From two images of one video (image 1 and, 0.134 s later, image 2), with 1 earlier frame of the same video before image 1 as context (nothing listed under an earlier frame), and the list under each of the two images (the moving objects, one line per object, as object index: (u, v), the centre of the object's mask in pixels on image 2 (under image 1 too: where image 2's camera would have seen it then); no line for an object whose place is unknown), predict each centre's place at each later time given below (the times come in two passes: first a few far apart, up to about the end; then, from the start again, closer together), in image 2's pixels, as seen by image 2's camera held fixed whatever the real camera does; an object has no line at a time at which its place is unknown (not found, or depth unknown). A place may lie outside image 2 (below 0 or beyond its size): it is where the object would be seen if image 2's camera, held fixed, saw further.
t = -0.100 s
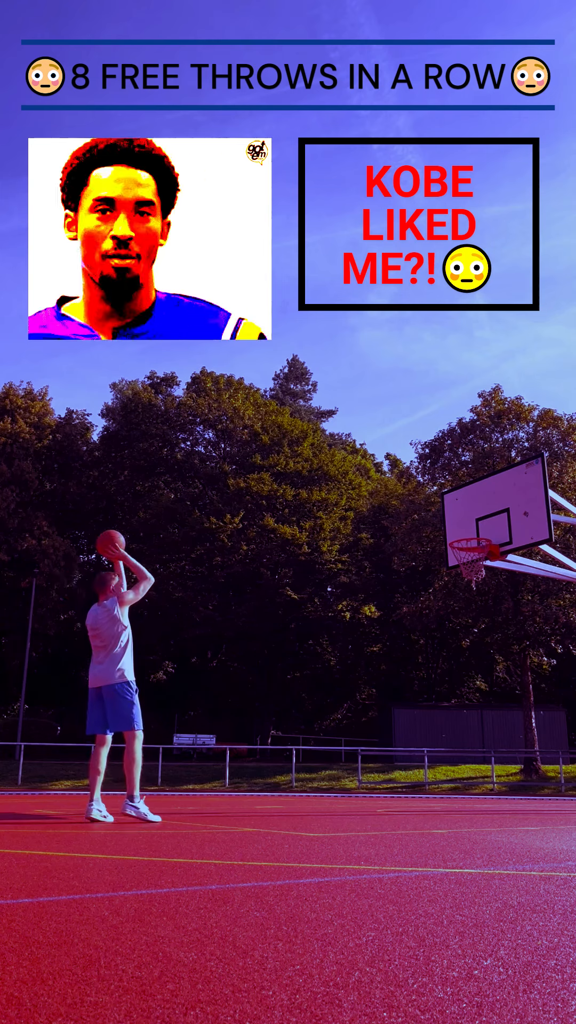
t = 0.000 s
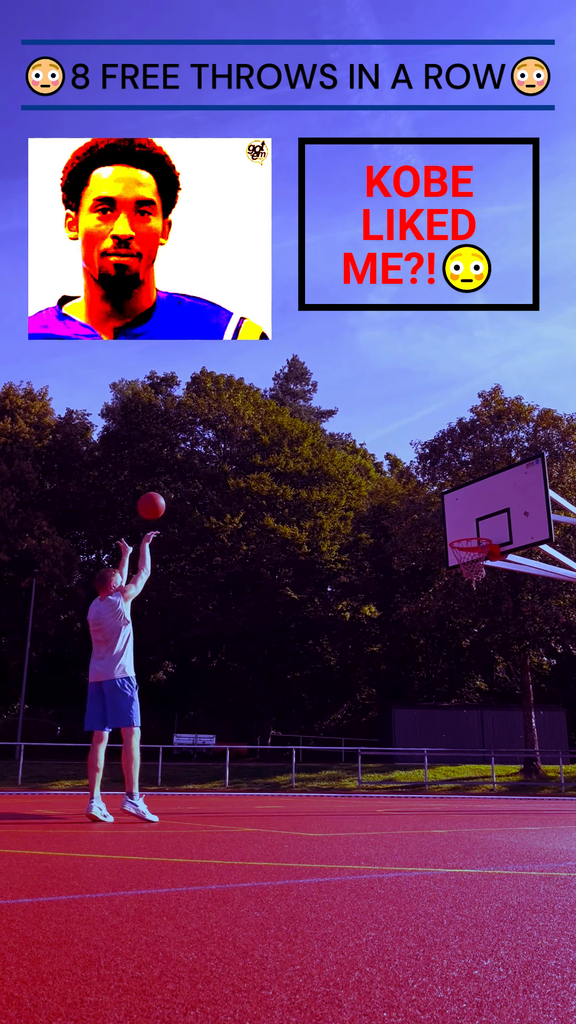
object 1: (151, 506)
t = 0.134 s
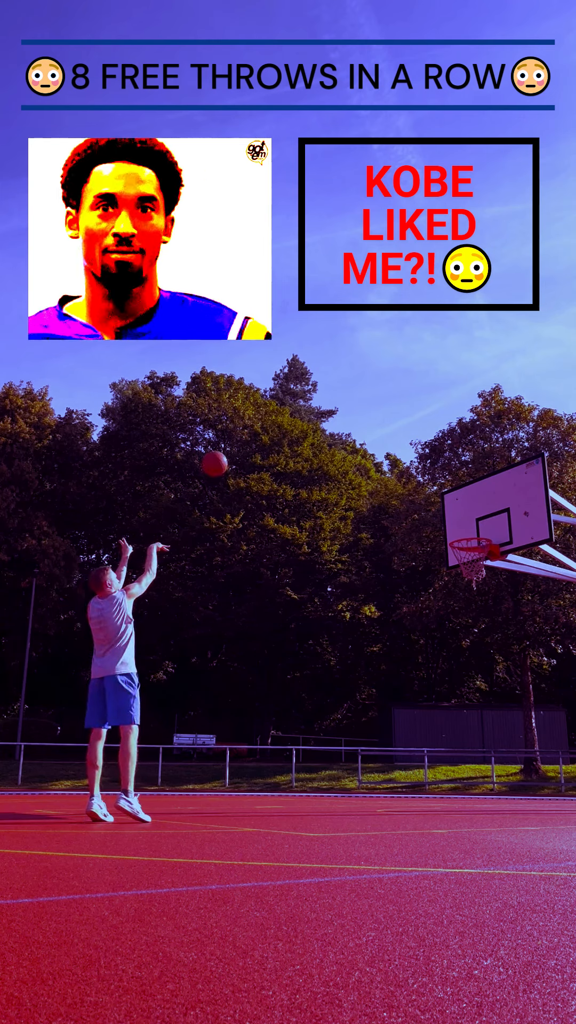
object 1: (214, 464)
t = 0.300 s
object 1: (281, 441)
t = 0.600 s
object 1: (379, 462)
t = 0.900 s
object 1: (457, 529)
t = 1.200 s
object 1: (469, 520)
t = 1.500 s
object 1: (454, 525)
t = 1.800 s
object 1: (465, 536)
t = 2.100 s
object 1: (477, 581)
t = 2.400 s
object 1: (482, 671)
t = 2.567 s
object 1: (486, 757)
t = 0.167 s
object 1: (229, 457)
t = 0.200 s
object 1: (242, 451)
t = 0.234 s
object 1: (256, 447)
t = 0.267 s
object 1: (268, 443)
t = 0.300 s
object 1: (281, 441)
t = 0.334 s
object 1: (293, 440)
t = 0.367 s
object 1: (305, 439)
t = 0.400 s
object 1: (316, 440)
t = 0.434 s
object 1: (327, 441)
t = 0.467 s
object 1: (338, 444)
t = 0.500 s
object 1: (349, 447)
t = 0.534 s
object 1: (359, 451)
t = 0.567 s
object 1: (369, 456)
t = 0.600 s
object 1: (379, 462)
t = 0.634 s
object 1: (389, 469)
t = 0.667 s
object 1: (399, 476)
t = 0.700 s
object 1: (408, 485)
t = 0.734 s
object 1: (418, 494)
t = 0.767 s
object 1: (426, 504)
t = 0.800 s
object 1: (436, 513)
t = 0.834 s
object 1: (445, 525)
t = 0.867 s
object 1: (452, 533)
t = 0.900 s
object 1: (457, 529)
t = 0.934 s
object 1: (461, 526)
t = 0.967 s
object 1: (466, 524)
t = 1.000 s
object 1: (470, 522)
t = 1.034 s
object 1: (475, 522)
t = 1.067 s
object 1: (479, 522)
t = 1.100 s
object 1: (479, 521)
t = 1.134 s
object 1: (476, 520)
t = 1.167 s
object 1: (472, 519)
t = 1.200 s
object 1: (469, 520)
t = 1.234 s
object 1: (465, 521)
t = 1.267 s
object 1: (462, 523)
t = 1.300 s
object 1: (459, 526)
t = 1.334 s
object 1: (455, 530)
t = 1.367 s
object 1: (452, 534)
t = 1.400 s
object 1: (453, 531)
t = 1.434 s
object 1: (453, 528)
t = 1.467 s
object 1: (454, 527)
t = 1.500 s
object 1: (454, 525)
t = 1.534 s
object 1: (455, 525)
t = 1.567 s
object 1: (456, 526)
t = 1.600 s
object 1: (457, 528)
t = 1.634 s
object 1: (457, 530)
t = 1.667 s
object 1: (458, 532)
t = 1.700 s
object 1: (460, 531)
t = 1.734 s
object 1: (462, 531)
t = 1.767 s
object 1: (464, 534)
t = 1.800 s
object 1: (465, 536)
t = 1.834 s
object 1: (466, 534)
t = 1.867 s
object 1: (469, 536)
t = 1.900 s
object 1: (470, 549)
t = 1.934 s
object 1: (472, 554)
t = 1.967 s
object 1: (475, 559)
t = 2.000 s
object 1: (476, 566)
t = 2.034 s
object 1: (476, 574)
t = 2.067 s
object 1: (477, 577)
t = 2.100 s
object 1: (477, 581)
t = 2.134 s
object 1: (477, 587)
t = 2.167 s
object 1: (478, 594)
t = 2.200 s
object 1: (478, 602)
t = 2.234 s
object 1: (478, 611)
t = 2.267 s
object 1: (479, 621)
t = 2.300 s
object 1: (480, 632)
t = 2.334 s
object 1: (480, 644)
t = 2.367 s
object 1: (481, 657)
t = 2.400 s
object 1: (482, 671)
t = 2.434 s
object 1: (482, 686)
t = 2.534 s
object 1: (484, 738)
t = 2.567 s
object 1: (486, 757)
